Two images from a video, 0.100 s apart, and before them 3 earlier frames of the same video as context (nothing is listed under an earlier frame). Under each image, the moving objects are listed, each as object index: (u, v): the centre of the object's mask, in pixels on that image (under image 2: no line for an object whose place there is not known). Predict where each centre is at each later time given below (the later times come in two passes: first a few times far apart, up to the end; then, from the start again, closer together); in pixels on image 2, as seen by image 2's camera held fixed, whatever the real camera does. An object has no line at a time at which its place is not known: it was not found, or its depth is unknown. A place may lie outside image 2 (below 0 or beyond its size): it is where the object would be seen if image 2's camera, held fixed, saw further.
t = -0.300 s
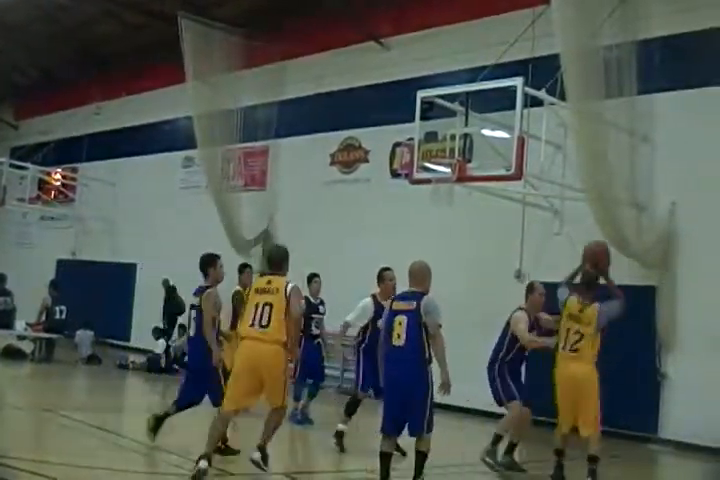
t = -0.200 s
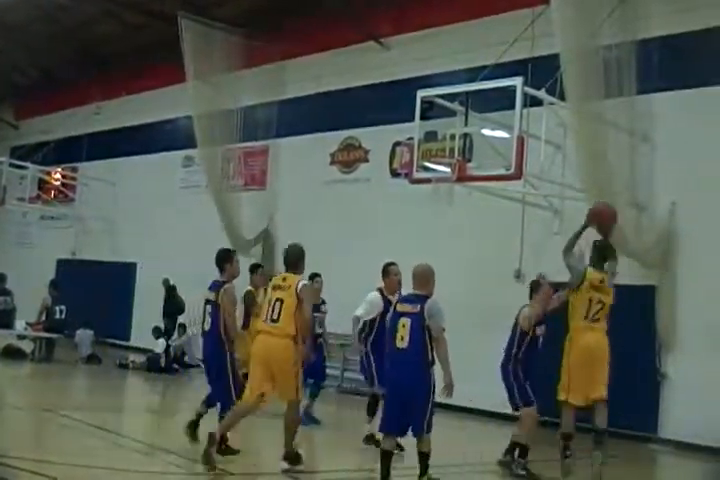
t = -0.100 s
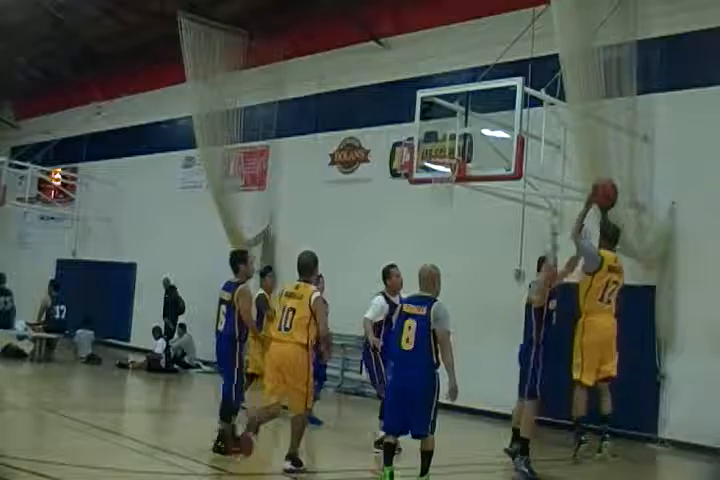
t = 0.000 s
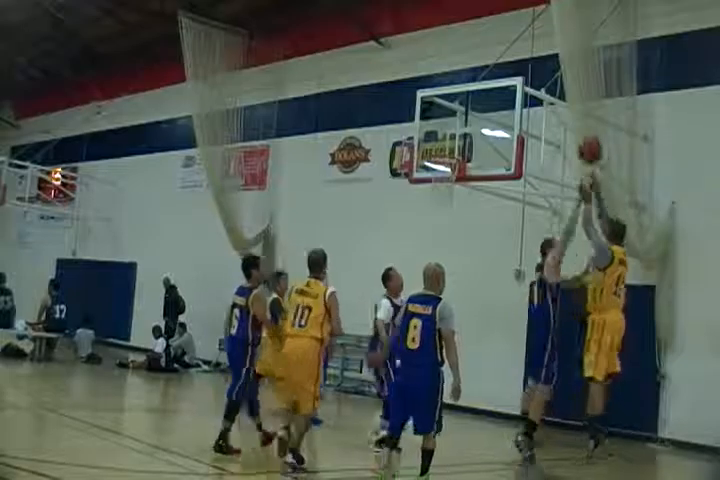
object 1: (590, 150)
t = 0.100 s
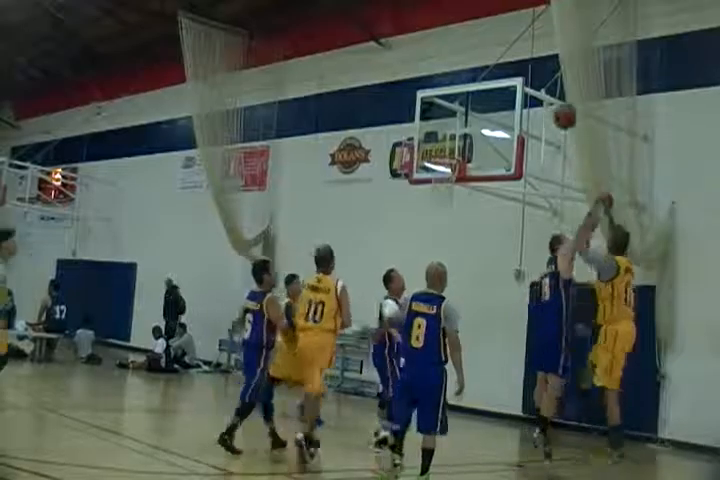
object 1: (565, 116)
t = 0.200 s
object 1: (542, 95)
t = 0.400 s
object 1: (501, 87)
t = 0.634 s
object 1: (456, 124)
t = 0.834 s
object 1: (438, 165)
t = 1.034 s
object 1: (456, 176)
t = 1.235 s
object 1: (445, 192)
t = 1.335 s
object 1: (438, 209)
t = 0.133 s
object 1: (556, 107)
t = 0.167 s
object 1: (550, 101)
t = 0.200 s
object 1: (542, 95)
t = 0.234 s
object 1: (535, 88)
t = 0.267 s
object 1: (528, 87)
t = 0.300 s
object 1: (520, 86)
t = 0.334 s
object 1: (514, 84)
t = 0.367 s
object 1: (506, 85)
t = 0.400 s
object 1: (501, 87)
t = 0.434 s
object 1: (494, 88)
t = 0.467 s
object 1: (487, 89)
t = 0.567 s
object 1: (468, 107)
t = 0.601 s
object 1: (461, 119)
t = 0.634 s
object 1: (456, 124)
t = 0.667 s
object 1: (450, 134)
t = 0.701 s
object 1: (444, 142)
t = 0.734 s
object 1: (438, 149)
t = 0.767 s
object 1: (437, 154)
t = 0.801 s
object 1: (433, 161)
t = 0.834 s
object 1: (438, 165)
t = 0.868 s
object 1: (445, 167)
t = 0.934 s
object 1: (452, 173)
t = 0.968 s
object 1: (454, 175)
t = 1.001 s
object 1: (456, 175)
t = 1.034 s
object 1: (456, 176)
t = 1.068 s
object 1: (456, 176)
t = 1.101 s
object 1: (454, 182)
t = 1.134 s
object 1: (454, 183)
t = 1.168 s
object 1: (450, 186)
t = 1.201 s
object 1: (448, 189)
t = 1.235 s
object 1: (445, 192)
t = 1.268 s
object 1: (443, 198)
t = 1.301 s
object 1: (441, 203)
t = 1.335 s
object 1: (438, 209)
